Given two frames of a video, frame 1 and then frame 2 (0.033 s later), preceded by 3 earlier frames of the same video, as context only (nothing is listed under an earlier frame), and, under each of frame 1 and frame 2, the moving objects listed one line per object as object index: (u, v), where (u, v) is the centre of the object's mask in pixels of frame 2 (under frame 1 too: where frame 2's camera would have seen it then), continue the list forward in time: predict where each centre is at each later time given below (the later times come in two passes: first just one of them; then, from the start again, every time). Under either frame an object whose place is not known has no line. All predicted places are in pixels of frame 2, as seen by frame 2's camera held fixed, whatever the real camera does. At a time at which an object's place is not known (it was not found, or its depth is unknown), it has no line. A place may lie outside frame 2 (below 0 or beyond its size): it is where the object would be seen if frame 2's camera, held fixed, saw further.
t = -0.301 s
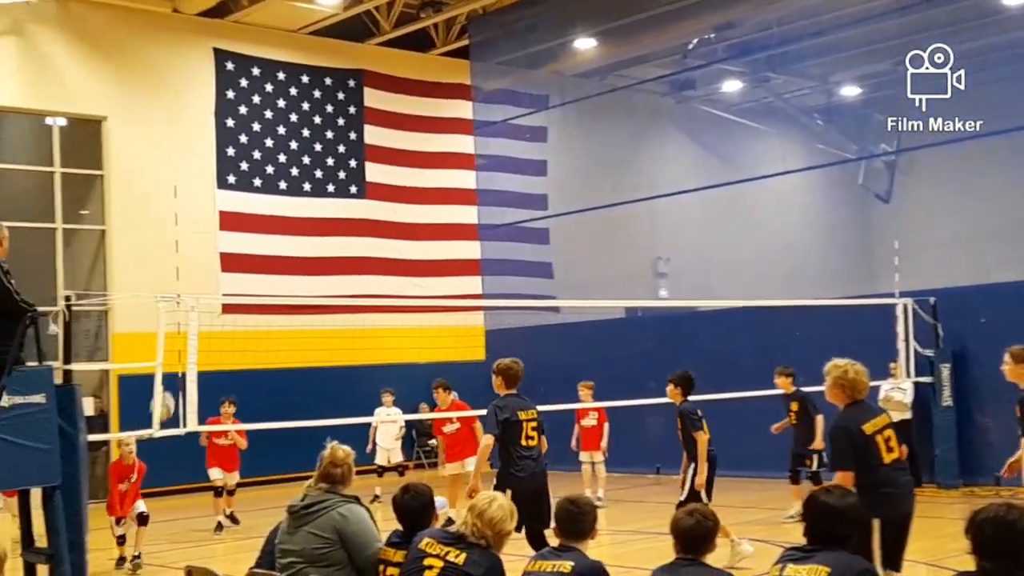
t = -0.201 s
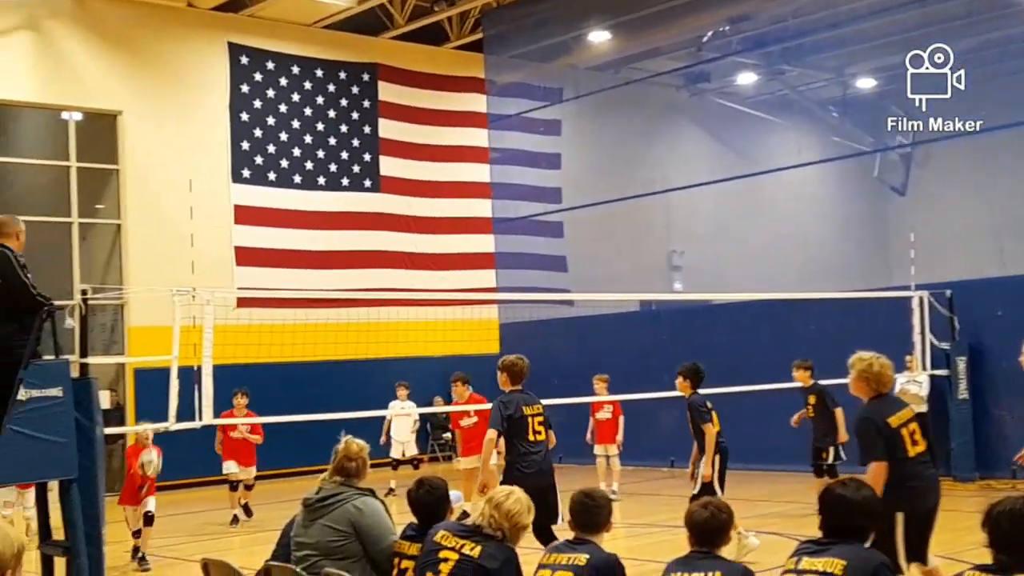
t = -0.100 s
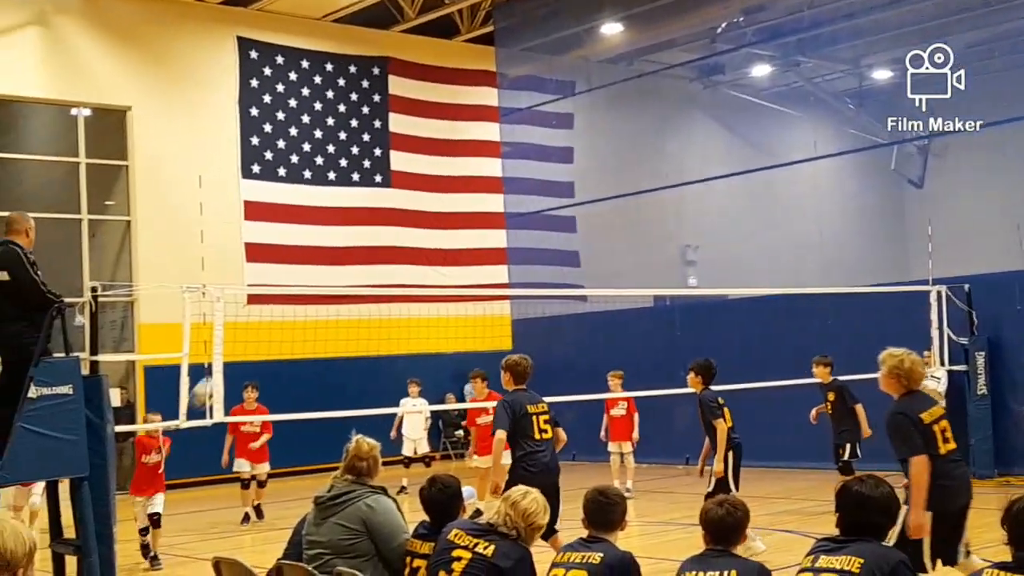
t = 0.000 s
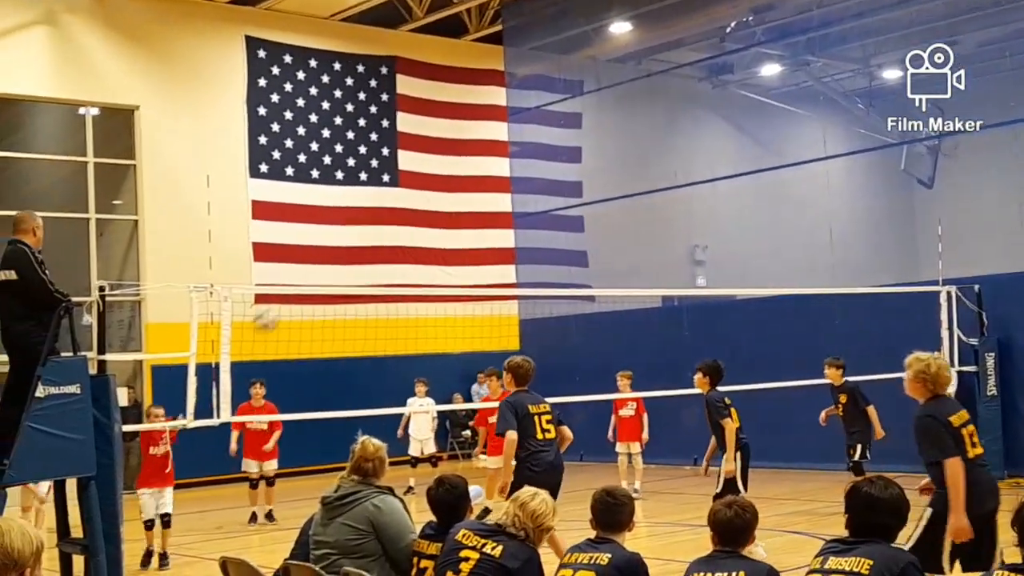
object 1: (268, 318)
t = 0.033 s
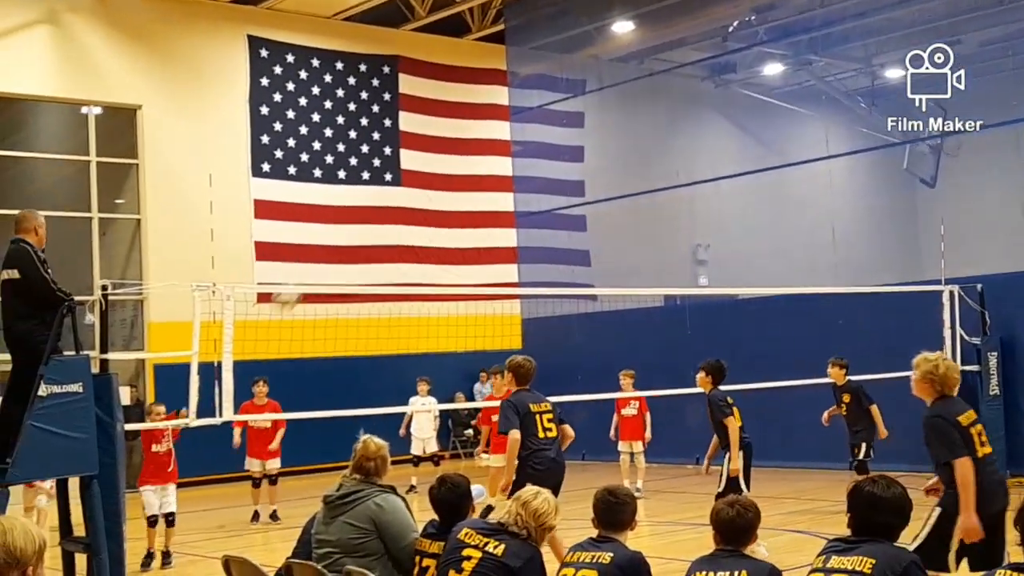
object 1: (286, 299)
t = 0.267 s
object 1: (422, 171)
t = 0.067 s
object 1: (305, 274)
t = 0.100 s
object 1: (324, 255)
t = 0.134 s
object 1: (344, 236)
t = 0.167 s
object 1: (363, 216)
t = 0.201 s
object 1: (383, 201)
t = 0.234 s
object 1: (402, 184)
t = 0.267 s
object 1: (422, 171)
